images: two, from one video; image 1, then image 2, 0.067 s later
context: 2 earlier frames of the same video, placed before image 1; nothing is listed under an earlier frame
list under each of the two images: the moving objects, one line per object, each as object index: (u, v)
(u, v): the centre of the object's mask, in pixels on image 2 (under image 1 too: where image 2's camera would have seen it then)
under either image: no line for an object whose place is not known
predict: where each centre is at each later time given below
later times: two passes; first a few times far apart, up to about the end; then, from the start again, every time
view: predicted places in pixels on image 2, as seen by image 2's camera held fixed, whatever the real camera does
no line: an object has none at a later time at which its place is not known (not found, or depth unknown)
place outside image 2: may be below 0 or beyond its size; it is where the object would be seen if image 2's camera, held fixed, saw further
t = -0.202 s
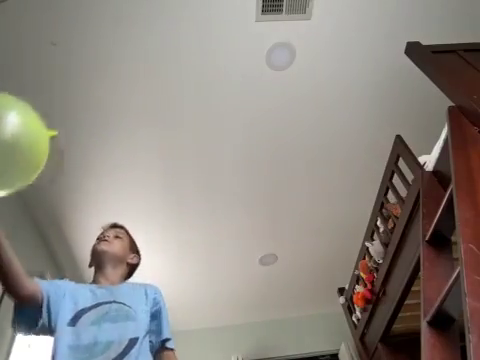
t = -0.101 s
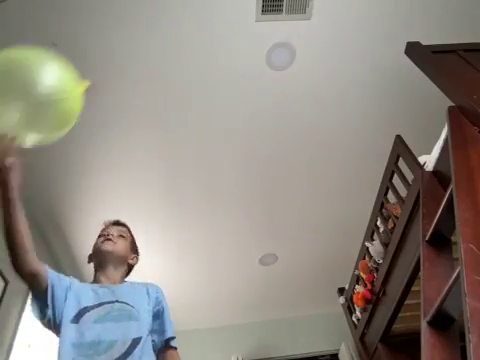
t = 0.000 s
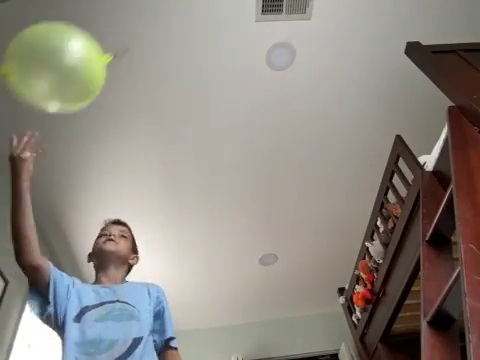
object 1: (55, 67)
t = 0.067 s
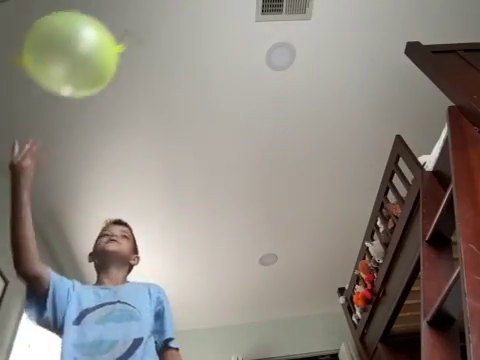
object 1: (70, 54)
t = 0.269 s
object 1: (103, 35)
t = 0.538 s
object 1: (133, 39)
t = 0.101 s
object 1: (77, 49)
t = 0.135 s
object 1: (82, 44)
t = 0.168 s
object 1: (88, 41)
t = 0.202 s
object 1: (94, 38)
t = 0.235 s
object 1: (98, 36)
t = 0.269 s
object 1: (103, 35)
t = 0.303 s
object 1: (108, 34)
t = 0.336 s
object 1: (111, 34)
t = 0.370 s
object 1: (116, 34)
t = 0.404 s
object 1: (120, 34)
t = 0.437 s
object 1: (123, 35)
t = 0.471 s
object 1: (127, 35)
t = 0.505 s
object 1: (131, 37)
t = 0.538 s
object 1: (133, 39)
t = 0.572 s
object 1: (136, 42)
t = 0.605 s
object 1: (138, 46)
